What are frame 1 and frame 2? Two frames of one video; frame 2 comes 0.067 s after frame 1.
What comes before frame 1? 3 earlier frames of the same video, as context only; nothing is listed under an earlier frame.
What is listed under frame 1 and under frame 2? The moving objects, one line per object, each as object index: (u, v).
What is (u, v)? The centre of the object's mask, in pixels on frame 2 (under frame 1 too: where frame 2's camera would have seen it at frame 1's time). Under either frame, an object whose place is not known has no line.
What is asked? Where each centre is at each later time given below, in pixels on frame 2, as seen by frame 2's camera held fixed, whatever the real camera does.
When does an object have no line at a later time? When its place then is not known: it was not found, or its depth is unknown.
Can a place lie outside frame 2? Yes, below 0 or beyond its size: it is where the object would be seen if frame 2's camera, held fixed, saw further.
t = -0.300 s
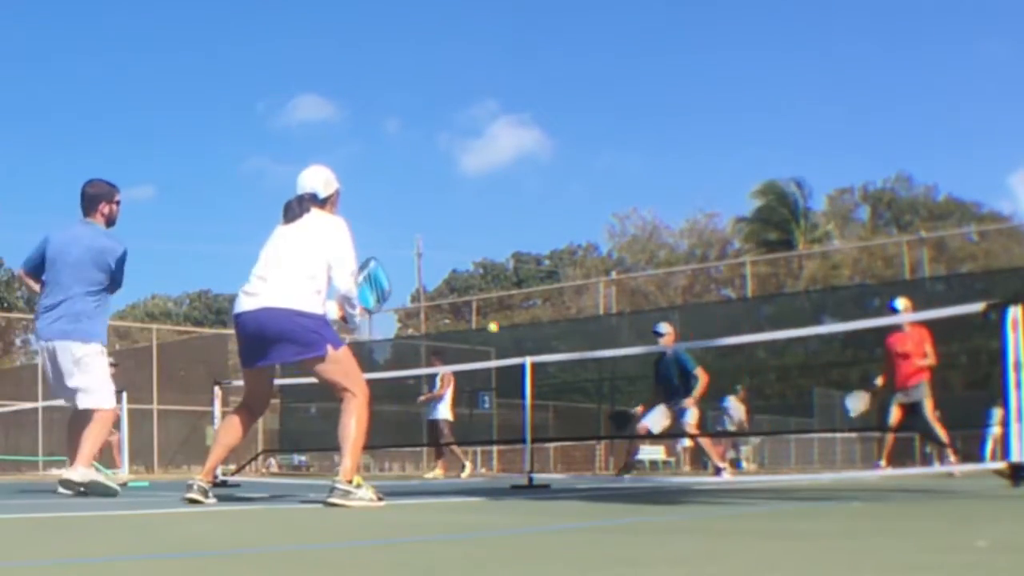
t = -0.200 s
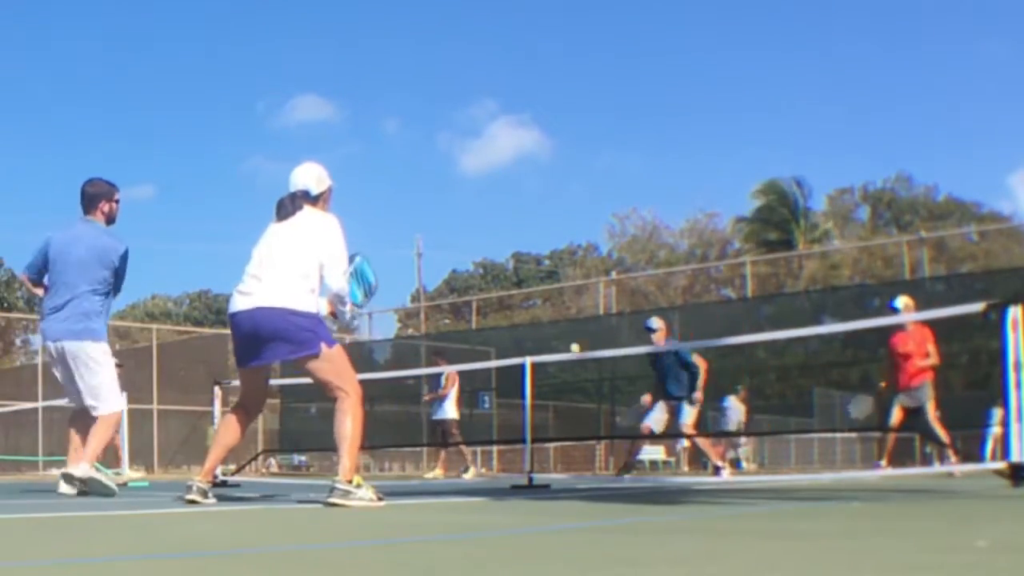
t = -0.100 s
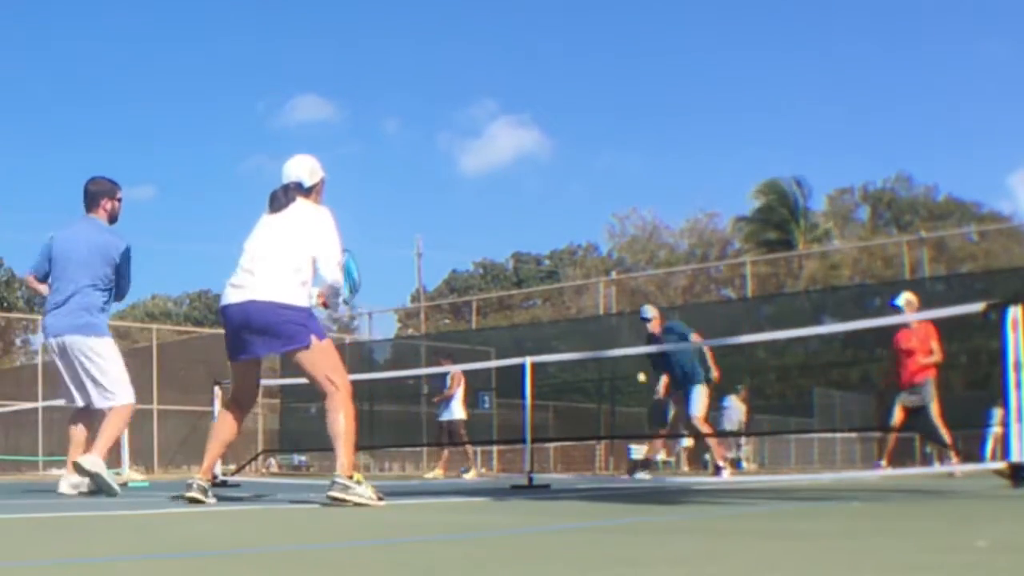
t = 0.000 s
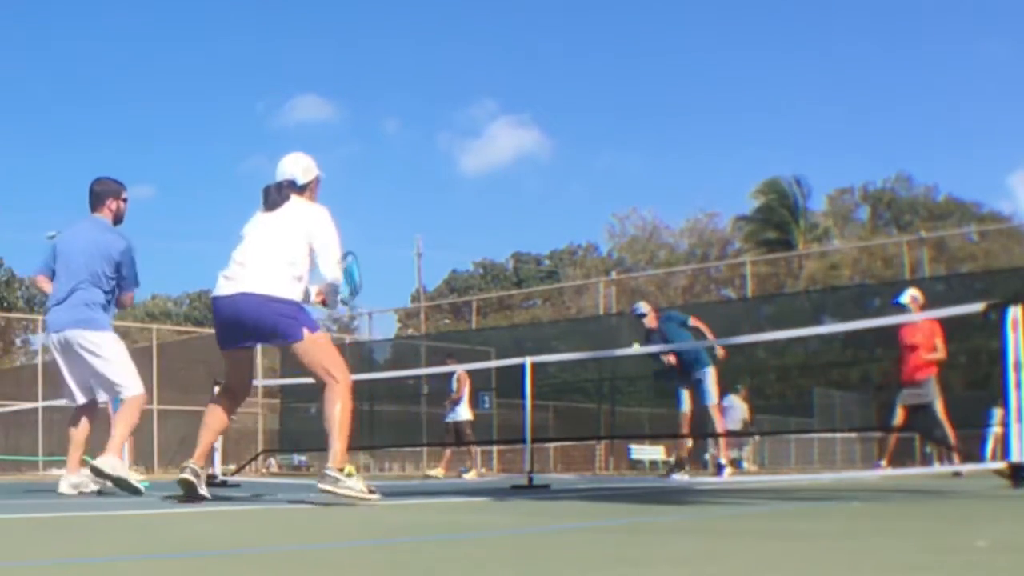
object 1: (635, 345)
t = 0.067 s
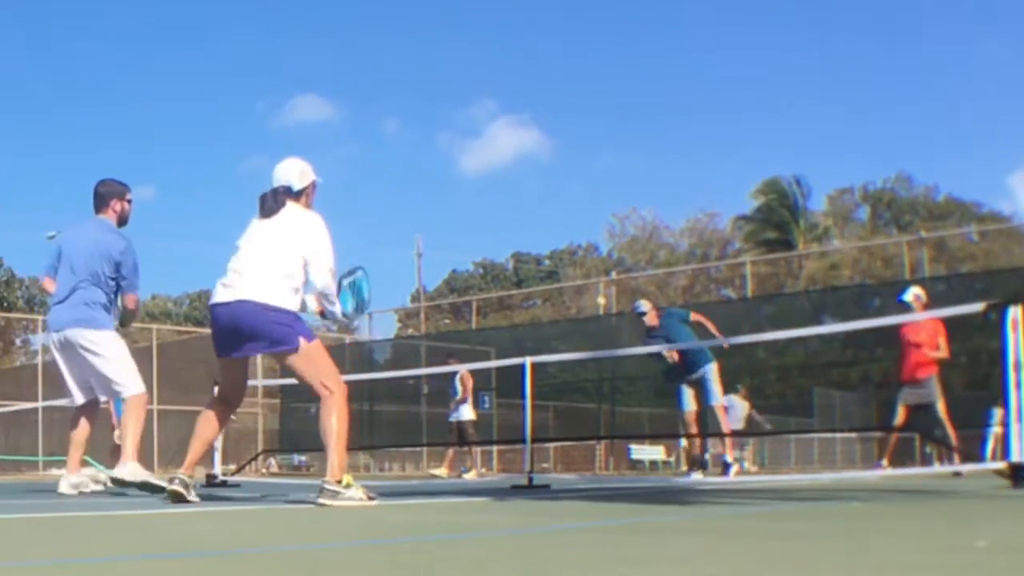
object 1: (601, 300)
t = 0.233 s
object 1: (504, 204)
